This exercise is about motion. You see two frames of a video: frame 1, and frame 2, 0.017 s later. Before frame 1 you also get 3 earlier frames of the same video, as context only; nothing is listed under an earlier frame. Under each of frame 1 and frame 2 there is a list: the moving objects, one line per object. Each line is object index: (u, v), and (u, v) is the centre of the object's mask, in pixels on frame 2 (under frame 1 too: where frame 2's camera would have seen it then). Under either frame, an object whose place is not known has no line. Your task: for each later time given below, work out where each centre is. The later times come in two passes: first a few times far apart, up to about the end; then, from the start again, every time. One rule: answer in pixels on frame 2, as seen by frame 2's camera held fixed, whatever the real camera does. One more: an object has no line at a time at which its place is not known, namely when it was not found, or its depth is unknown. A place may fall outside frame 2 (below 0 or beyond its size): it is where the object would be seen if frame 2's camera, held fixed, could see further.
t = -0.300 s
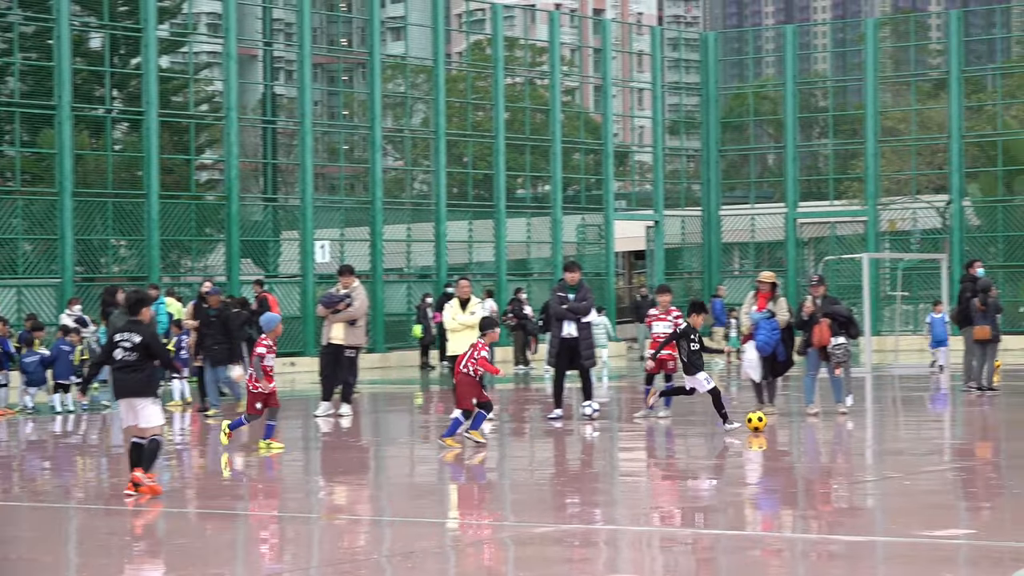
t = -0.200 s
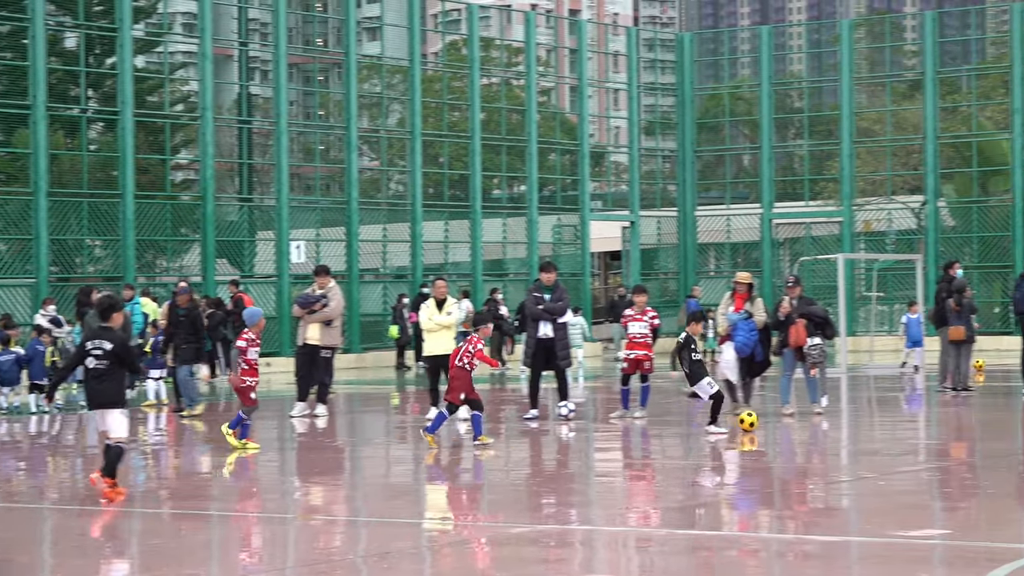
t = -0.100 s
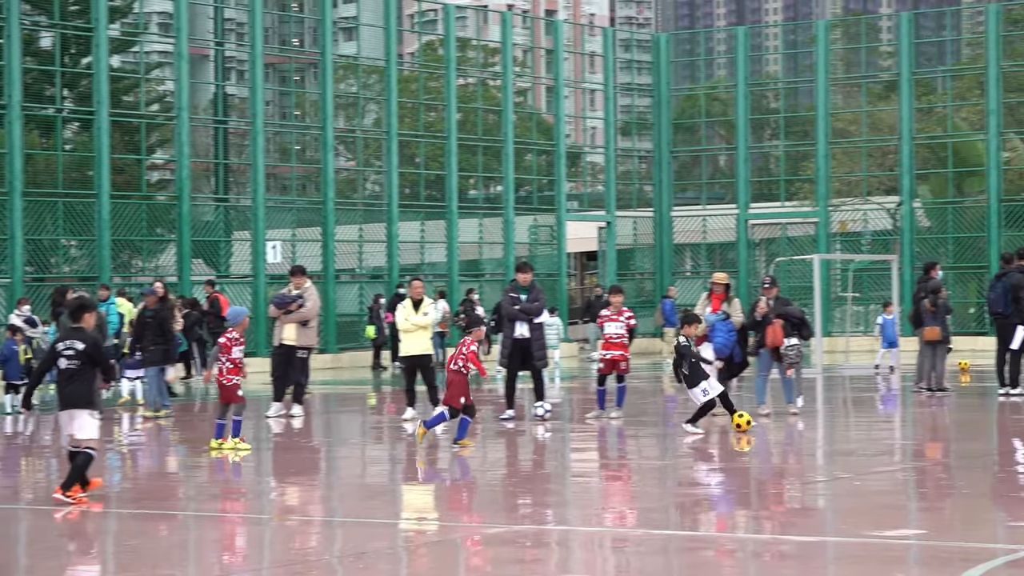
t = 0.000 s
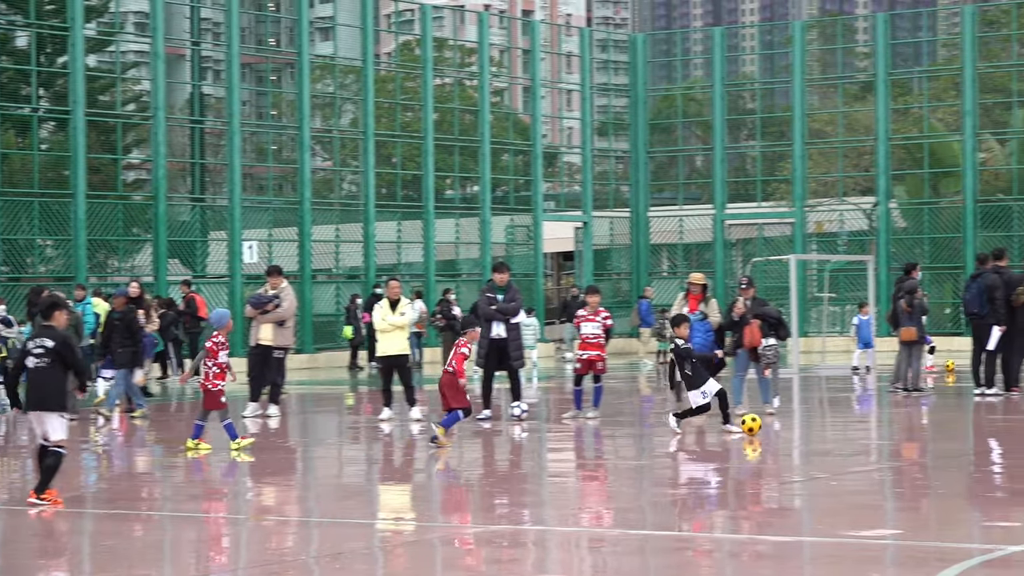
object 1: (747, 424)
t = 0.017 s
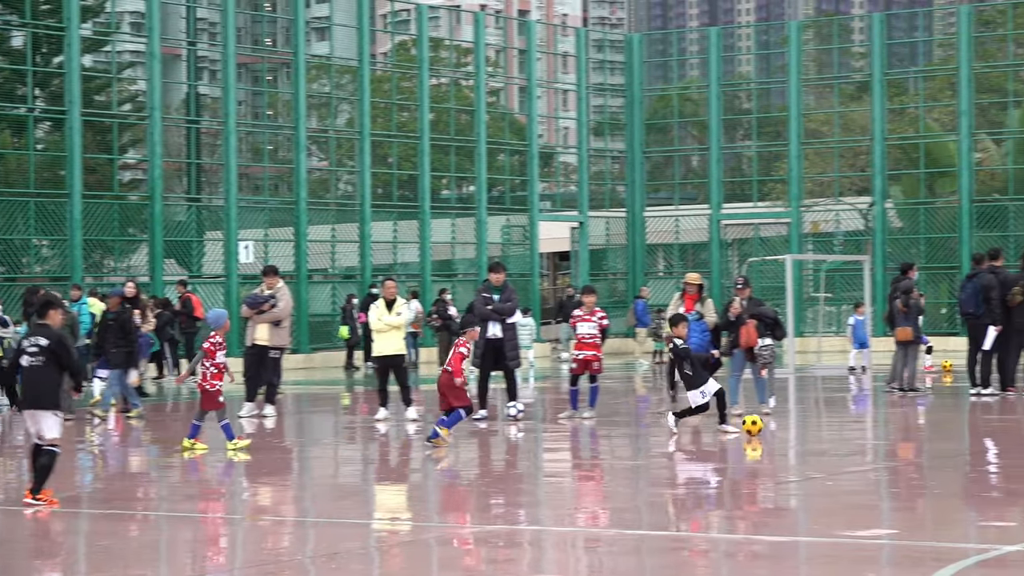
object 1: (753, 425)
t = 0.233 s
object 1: (820, 429)
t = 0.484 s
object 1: (890, 435)
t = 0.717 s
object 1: (956, 441)
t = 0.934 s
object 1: (1020, 446)
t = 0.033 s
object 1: (758, 425)
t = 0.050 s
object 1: (763, 425)
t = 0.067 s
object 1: (769, 425)
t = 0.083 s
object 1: (774, 426)
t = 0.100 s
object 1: (780, 426)
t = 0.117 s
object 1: (785, 427)
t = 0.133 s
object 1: (790, 427)
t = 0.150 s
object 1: (796, 428)
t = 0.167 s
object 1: (800, 428)
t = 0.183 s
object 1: (805, 428)
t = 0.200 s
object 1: (810, 428)
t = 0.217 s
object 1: (815, 429)
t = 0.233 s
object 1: (820, 429)
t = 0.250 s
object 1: (825, 430)
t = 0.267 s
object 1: (830, 430)
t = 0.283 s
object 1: (834, 430)
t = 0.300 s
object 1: (839, 431)
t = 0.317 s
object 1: (843, 432)
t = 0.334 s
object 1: (848, 432)
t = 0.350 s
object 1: (852, 431)
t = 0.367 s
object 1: (858, 432)
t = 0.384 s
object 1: (862, 432)
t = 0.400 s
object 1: (867, 433)
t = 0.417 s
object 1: (871, 433)
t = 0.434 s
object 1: (876, 434)
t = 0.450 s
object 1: (880, 434)
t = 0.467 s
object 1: (885, 435)
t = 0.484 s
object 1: (890, 435)
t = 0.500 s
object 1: (894, 435)
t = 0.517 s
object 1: (899, 435)
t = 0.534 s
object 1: (903, 436)
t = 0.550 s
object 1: (908, 436)
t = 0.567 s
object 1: (913, 437)
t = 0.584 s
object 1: (918, 438)
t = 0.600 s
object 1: (922, 438)
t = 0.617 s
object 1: (927, 438)
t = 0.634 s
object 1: (932, 439)
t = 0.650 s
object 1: (936, 439)
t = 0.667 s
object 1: (941, 440)
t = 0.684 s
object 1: (946, 440)
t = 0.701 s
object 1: (951, 440)
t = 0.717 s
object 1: (956, 441)
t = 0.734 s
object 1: (961, 441)
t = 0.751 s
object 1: (966, 442)
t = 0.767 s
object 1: (970, 442)
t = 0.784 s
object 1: (975, 443)
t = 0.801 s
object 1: (980, 443)
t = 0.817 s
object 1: (984, 443)
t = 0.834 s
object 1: (990, 444)
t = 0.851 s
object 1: (995, 444)
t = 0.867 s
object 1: (1000, 444)
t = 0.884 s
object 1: (1005, 445)
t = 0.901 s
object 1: (1009, 445)
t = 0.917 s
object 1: (1014, 446)
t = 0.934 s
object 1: (1020, 446)
